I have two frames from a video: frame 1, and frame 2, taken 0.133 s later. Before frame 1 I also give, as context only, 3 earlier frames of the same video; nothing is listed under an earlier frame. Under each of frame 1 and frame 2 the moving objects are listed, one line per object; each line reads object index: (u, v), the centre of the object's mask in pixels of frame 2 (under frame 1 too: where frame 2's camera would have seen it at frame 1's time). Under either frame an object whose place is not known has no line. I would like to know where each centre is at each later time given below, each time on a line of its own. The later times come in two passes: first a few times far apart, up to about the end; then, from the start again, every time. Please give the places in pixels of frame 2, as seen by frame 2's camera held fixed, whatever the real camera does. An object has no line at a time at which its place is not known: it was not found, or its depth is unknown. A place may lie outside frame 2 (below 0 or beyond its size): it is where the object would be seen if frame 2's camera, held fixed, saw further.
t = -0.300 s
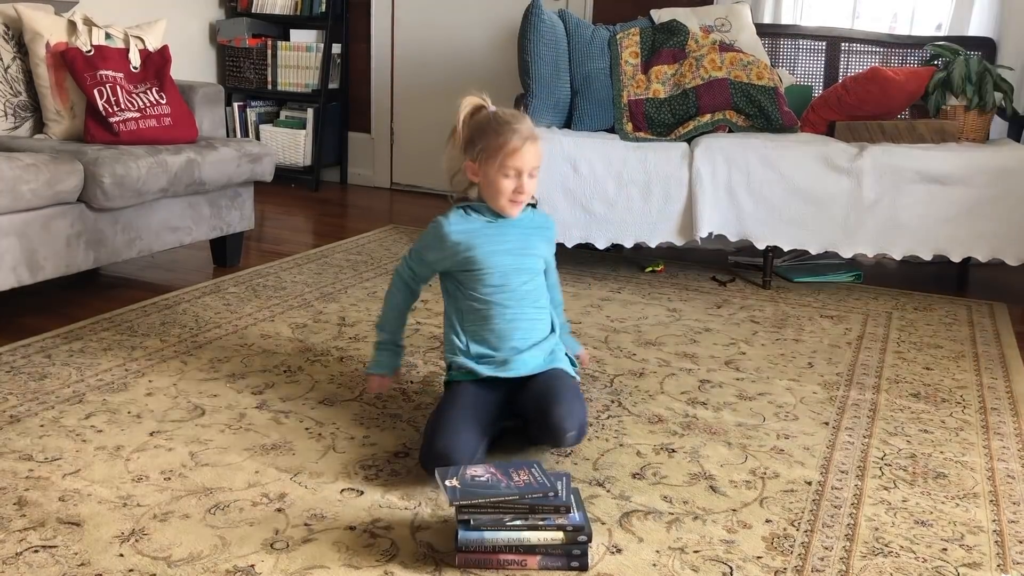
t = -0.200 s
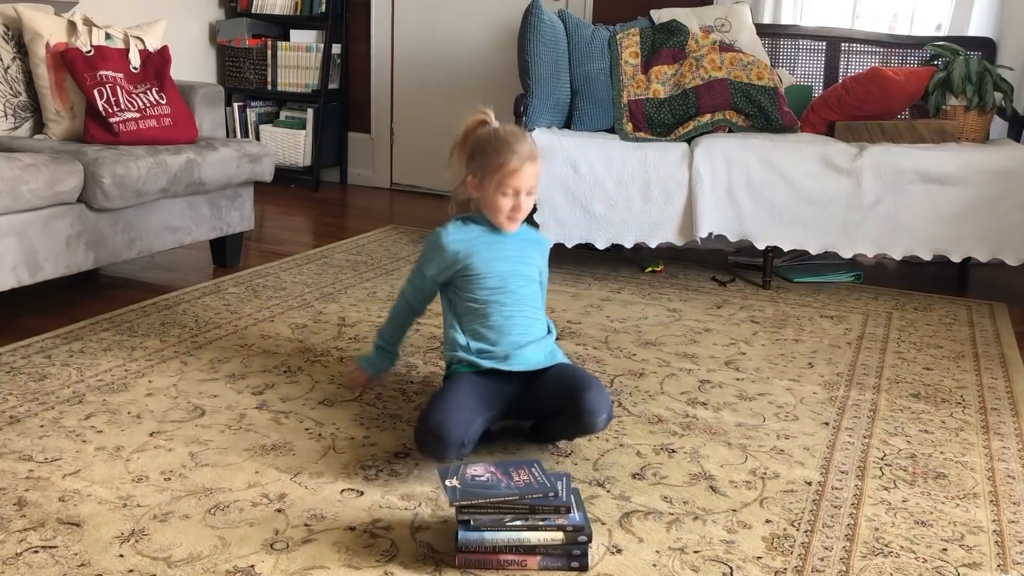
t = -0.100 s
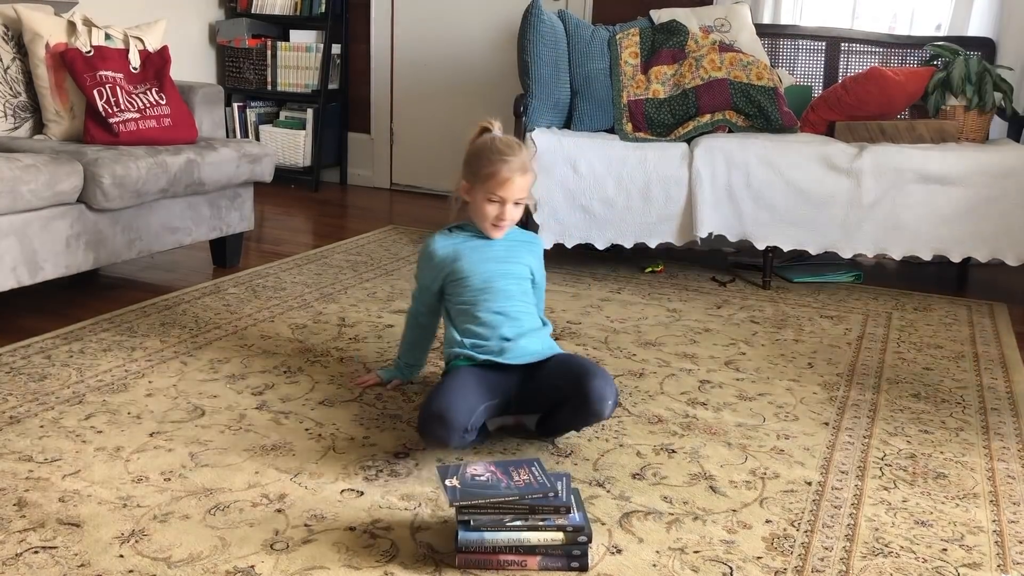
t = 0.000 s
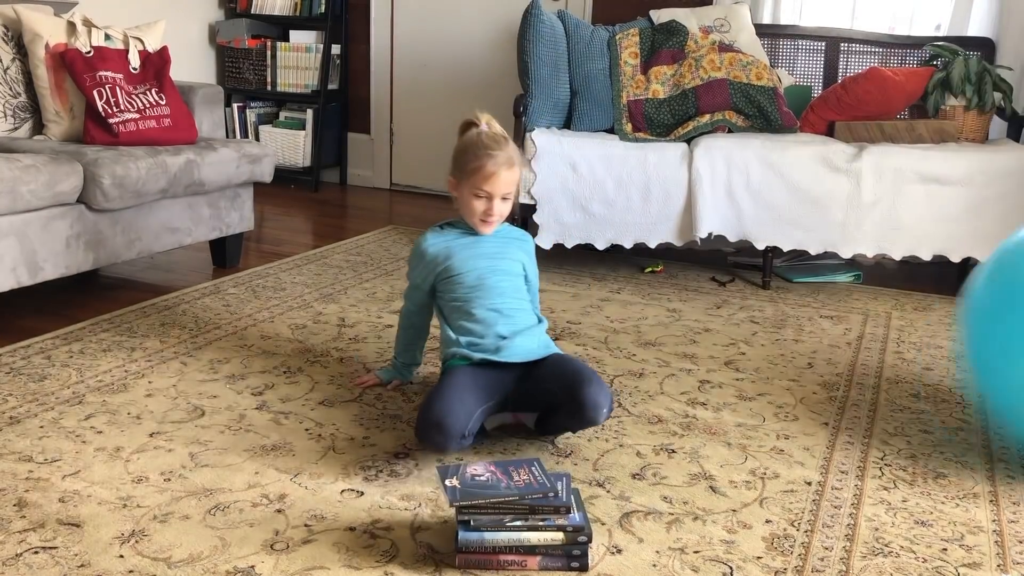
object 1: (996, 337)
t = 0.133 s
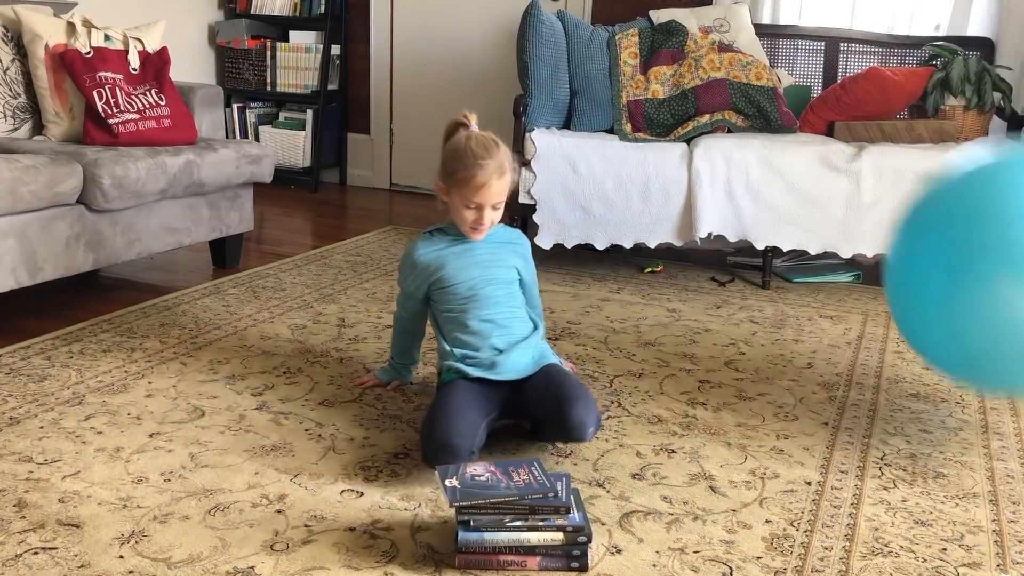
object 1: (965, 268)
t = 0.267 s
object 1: (937, 174)
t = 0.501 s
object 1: (842, 180)
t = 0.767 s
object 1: (687, 260)
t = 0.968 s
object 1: (613, 160)
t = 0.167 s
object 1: (959, 237)
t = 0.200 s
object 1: (953, 211)
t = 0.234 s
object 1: (945, 190)
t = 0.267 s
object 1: (937, 174)
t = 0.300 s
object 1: (930, 163)
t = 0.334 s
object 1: (921, 154)
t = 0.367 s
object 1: (910, 149)
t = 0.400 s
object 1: (898, 150)
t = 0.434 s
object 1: (883, 155)
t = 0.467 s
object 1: (863, 164)
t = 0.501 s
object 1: (842, 180)
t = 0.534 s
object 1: (820, 199)
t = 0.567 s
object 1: (799, 221)
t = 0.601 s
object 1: (778, 249)
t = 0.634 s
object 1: (756, 282)
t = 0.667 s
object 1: (733, 320)
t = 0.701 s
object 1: (714, 326)
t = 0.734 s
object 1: (701, 293)
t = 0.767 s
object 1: (687, 260)
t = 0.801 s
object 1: (672, 234)
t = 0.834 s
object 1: (655, 211)
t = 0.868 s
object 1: (639, 191)
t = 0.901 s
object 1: (628, 176)
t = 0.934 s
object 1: (621, 167)
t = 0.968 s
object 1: (613, 160)
